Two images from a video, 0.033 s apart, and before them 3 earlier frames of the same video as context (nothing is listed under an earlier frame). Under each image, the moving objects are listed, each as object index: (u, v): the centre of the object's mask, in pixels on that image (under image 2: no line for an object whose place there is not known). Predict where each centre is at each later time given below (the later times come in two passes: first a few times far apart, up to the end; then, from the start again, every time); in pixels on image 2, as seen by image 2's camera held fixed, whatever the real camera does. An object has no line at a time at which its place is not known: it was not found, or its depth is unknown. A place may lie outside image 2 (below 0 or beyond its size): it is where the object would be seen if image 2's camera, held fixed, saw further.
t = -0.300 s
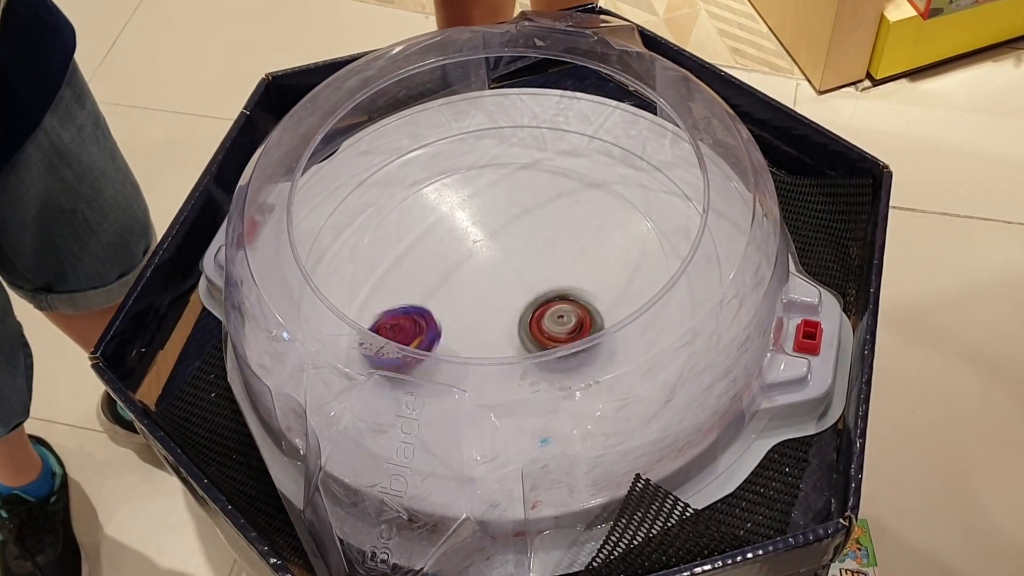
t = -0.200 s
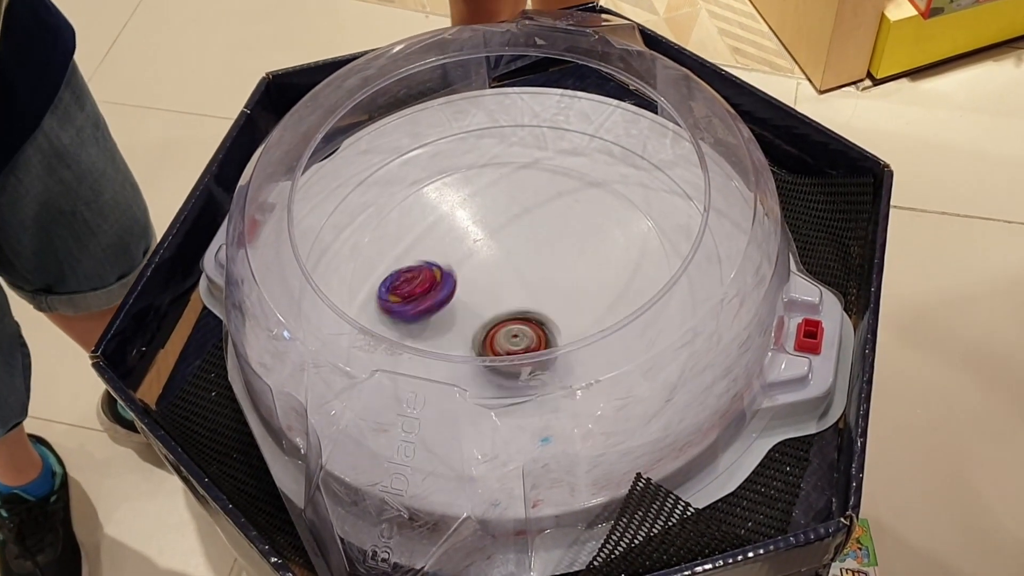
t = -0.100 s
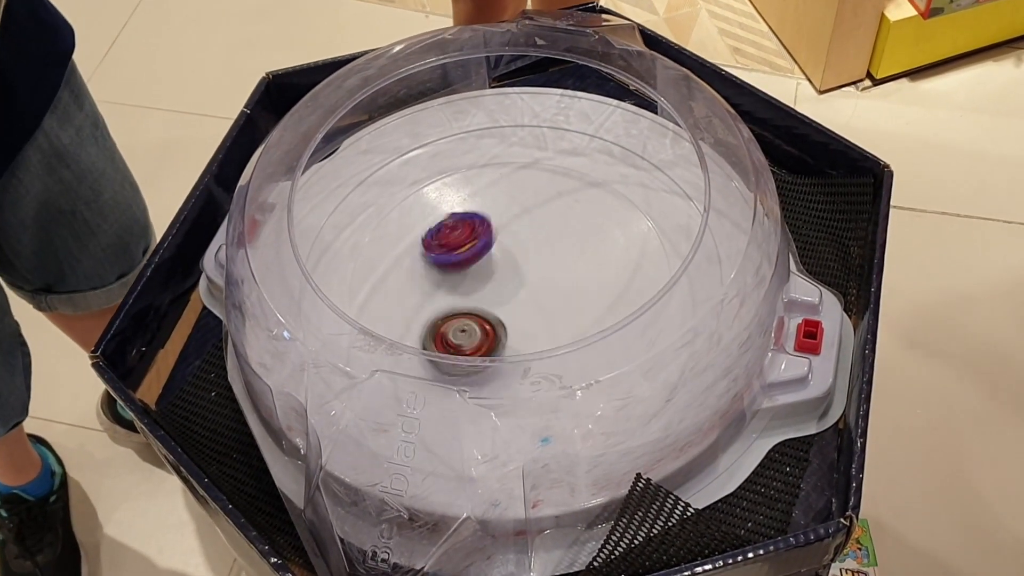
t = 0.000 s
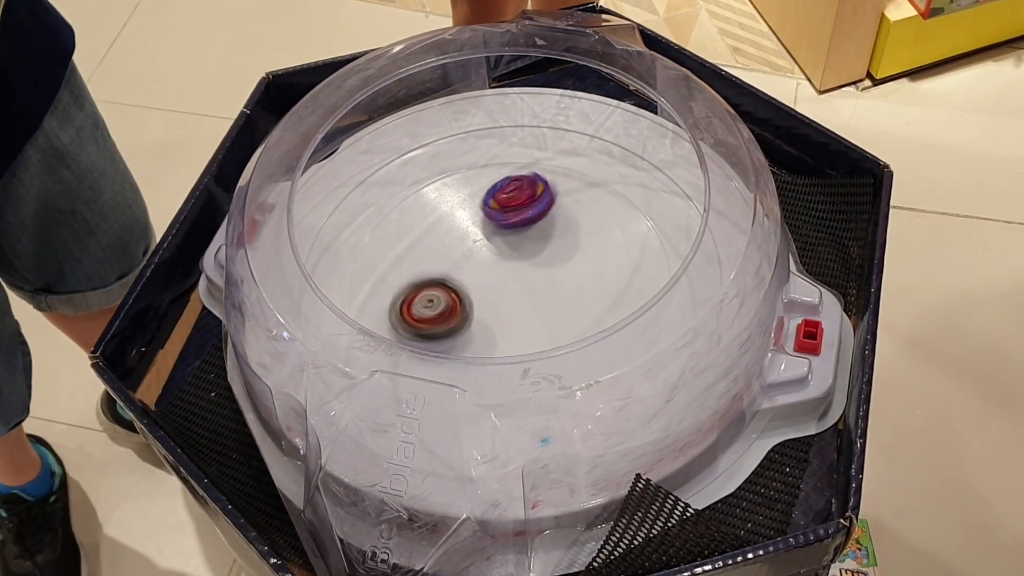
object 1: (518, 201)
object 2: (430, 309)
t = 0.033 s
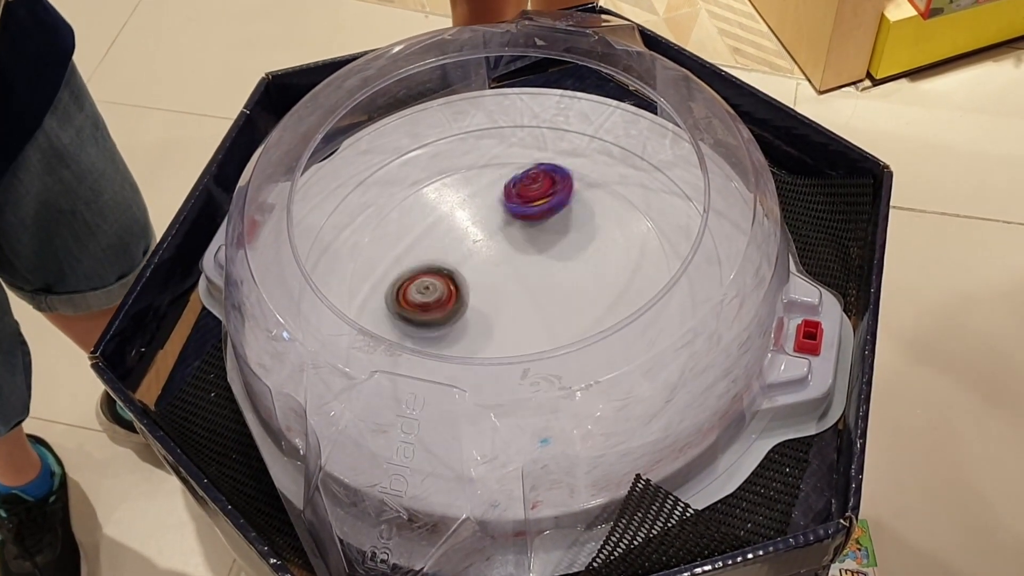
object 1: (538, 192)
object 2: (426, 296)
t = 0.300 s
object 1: (627, 198)
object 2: (509, 223)
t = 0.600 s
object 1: (637, 320)
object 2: (527, 298)
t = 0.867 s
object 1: (473, 333)
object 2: (421, 257)
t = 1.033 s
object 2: (441, 200)
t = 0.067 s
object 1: (555, 185)
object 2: (428, 284)
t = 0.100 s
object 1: (572, 181)
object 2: (431, 271)
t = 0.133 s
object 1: (585, 178)
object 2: (438, 260)
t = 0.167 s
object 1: (597, 179)
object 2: (447, 248)
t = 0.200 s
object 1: (607, 181)
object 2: (461, 236)
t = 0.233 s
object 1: (616, 185)
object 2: (476, 229)
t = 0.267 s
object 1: (622, 190)
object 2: (493, 224)
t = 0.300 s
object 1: (627, 198)
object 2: (509, 223)
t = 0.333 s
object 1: (630, 208)
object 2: (525, 223)
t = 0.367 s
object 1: (630, 220)
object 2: (540, 224)
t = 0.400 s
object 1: (637, 230)
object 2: (548, 229)
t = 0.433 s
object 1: (649, 240)
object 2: (547, 238)
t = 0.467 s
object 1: (655, 255)
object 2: (546, 251)
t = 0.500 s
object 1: (663, 269)
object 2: (544, 265)
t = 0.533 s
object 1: (658, 283)
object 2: (540, 277)
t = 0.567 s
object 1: (647, 302)
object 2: (535, 287)
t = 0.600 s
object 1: (637, 320)
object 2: (527, 298)
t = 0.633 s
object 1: (616, 333)
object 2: (513, 306)
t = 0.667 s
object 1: (592, 345)
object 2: (497, 309)
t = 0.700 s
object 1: (570, 353)
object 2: (483, 309)
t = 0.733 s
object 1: (541, 351)
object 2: (469, 308)
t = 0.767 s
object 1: (514, 349)
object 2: (455, 302)
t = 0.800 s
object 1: (491, 343)
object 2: (445, 291)
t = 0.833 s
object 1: (482, 334)
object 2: (431, 274)
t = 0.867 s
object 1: (473, 333)
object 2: (421, 257)
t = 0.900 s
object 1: (463, 327)
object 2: (419, 243)
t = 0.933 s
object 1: (454, 321)
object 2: (418, 231)
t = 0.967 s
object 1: (450, 310)
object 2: (423, 219)
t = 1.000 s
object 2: (432, 211)
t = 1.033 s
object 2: (441, 200)
